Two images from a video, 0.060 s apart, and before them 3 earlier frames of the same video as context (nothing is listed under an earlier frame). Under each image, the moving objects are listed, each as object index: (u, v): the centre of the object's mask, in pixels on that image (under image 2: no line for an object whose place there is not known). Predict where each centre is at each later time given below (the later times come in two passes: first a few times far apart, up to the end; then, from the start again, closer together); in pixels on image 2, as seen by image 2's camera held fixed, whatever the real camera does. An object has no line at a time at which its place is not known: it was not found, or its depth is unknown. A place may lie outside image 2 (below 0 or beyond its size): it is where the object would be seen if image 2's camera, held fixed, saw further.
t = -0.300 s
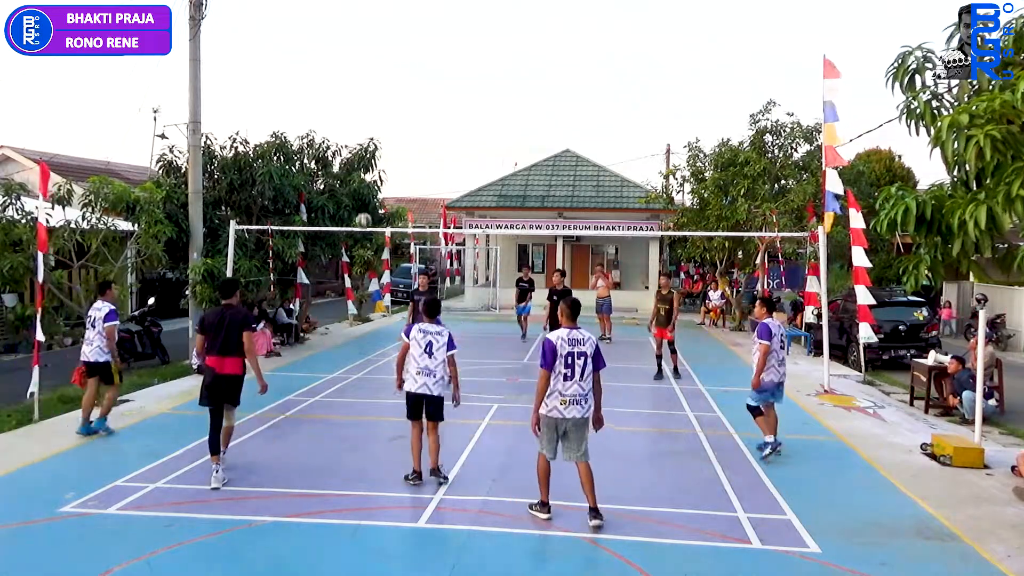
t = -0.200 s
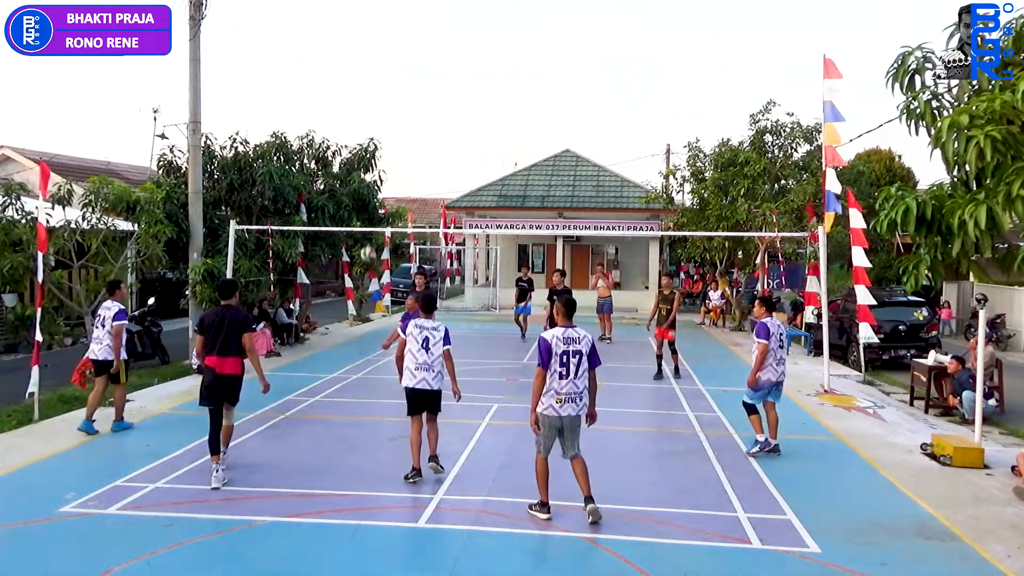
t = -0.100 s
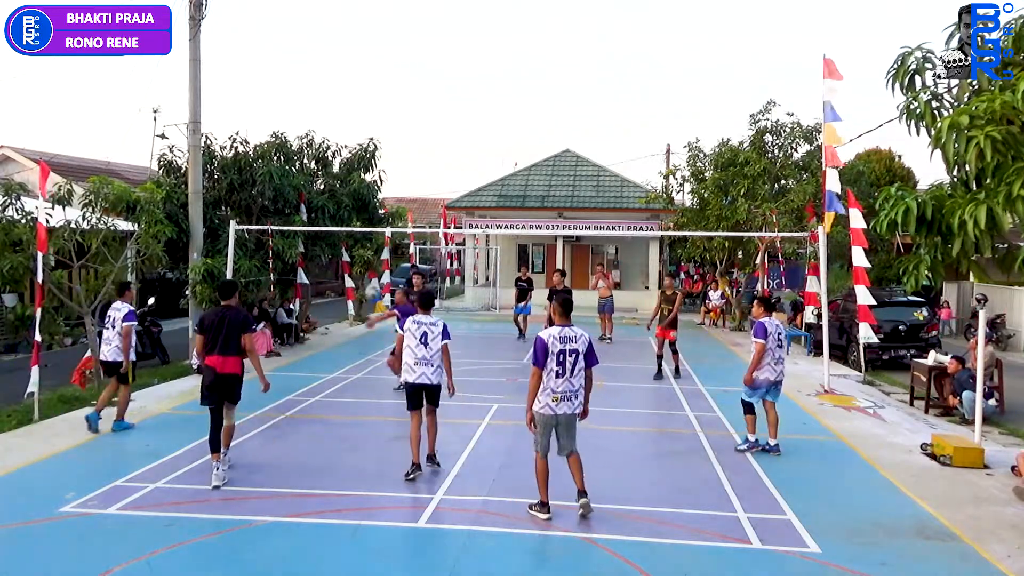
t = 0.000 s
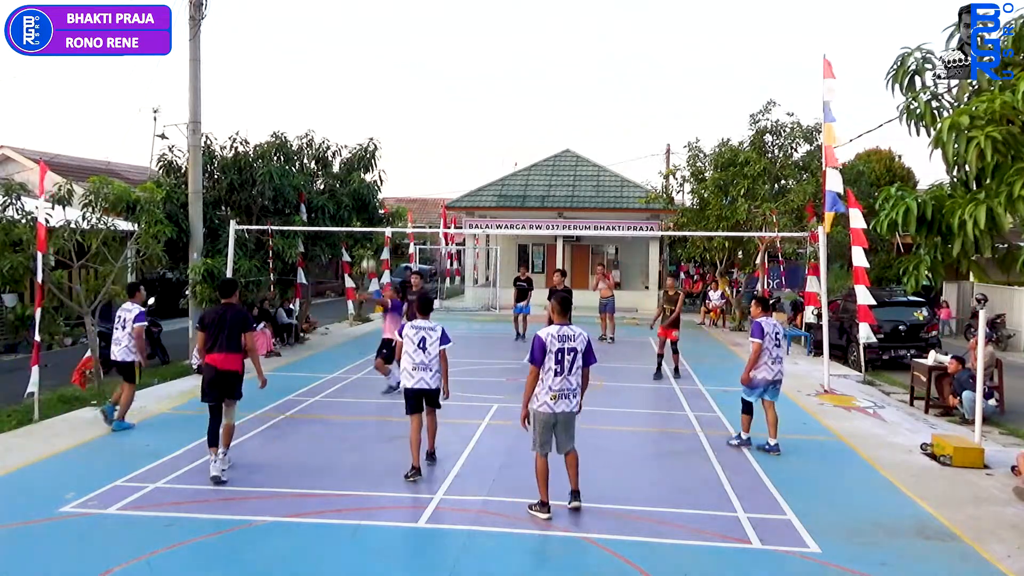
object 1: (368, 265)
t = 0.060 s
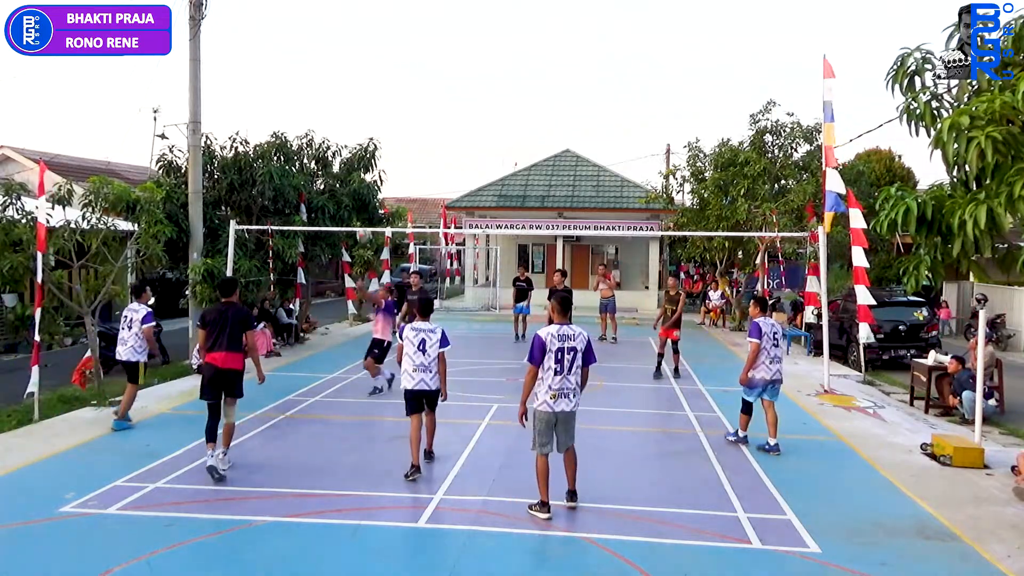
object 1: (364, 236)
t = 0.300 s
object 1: (348, 137)
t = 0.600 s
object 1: (327, 71)
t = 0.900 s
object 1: (307, 67)
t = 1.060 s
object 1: (296, 93)
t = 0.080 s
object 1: (362, 224)
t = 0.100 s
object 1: (360, 215)
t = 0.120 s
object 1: (359, 206)
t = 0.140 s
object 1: (357, 197)
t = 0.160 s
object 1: (356, 188)
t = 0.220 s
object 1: (351, 164)
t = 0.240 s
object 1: (350, 158)
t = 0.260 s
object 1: (350, 149)
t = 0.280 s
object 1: (349, 143)
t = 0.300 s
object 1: (348, 137)
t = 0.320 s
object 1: (346, 130)
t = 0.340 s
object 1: (344, 124)
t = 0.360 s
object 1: (343, 118)
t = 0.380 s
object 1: (342, 113)
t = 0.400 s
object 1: (341, 108)
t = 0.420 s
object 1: (340, 103)
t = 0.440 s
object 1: (338, 98)
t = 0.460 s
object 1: (337, 94)
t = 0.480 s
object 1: (335, 89)
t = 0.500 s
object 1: (334, 85)
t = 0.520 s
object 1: (333, 82)
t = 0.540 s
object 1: (331, 79)
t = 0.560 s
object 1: (330, 76)
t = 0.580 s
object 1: (329, 73)
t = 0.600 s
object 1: (327, 71)
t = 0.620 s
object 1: (326, 68)
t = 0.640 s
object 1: (325, 66)
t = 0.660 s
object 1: (323, 64)
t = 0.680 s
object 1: (322, 63)
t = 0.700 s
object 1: (320, 62)
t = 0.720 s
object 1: (319, 61)
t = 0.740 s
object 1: (318, 61)
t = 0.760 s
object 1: (316, 61)
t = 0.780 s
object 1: (315, 61)
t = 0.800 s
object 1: (314, 61)
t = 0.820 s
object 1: (312, 62)
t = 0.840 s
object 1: (311, 63)
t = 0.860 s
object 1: (309, 64)
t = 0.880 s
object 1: (308, 66)
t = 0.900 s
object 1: (307, 67)
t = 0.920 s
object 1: (306, 70)
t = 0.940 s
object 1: (304, 72)
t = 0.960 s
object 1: (303, 75)
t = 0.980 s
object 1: (301, 78)
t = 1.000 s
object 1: (300, 81)
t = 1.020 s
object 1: (299, 84)
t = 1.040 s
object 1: (297, 88)
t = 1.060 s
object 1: (296, 93)
